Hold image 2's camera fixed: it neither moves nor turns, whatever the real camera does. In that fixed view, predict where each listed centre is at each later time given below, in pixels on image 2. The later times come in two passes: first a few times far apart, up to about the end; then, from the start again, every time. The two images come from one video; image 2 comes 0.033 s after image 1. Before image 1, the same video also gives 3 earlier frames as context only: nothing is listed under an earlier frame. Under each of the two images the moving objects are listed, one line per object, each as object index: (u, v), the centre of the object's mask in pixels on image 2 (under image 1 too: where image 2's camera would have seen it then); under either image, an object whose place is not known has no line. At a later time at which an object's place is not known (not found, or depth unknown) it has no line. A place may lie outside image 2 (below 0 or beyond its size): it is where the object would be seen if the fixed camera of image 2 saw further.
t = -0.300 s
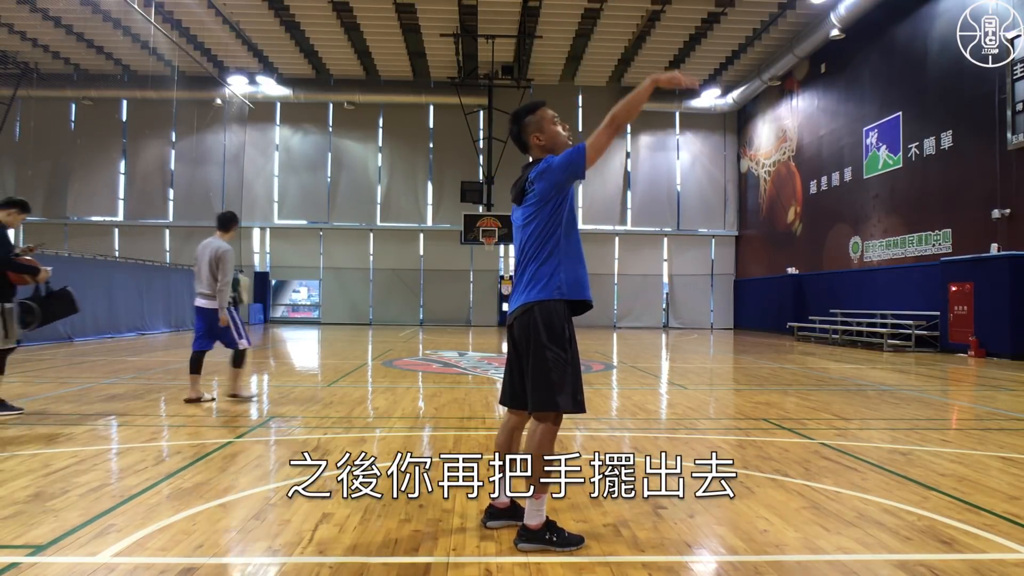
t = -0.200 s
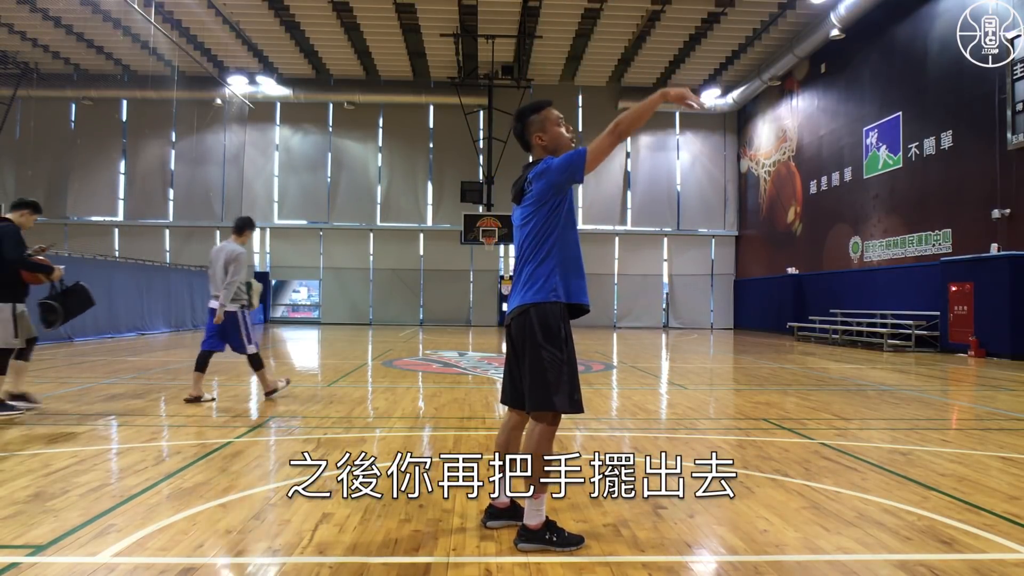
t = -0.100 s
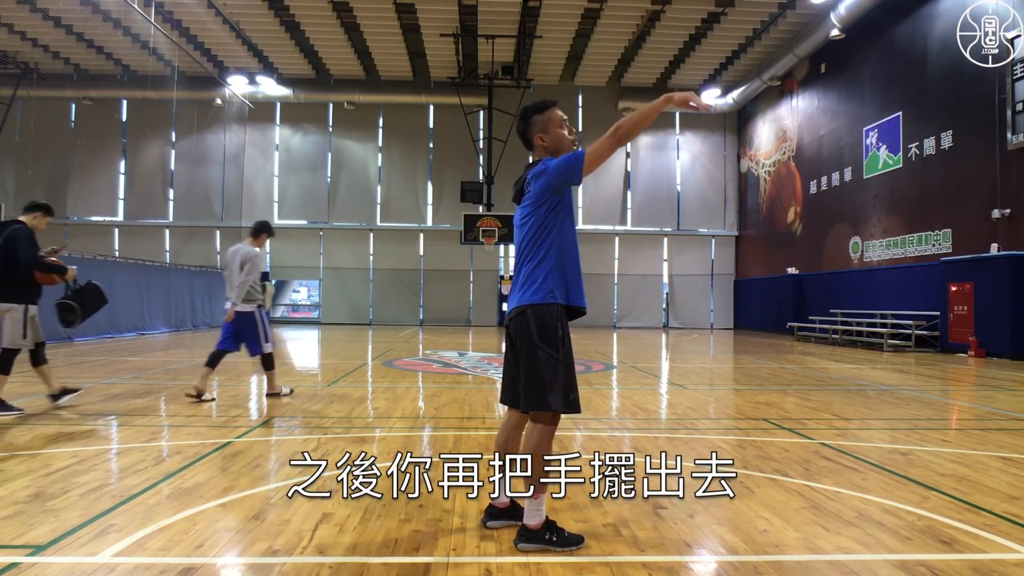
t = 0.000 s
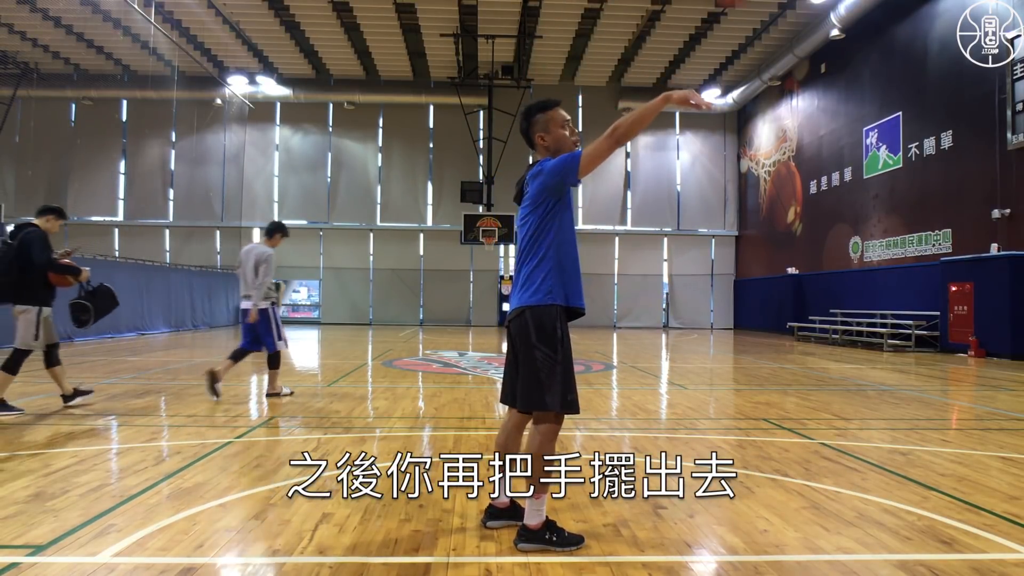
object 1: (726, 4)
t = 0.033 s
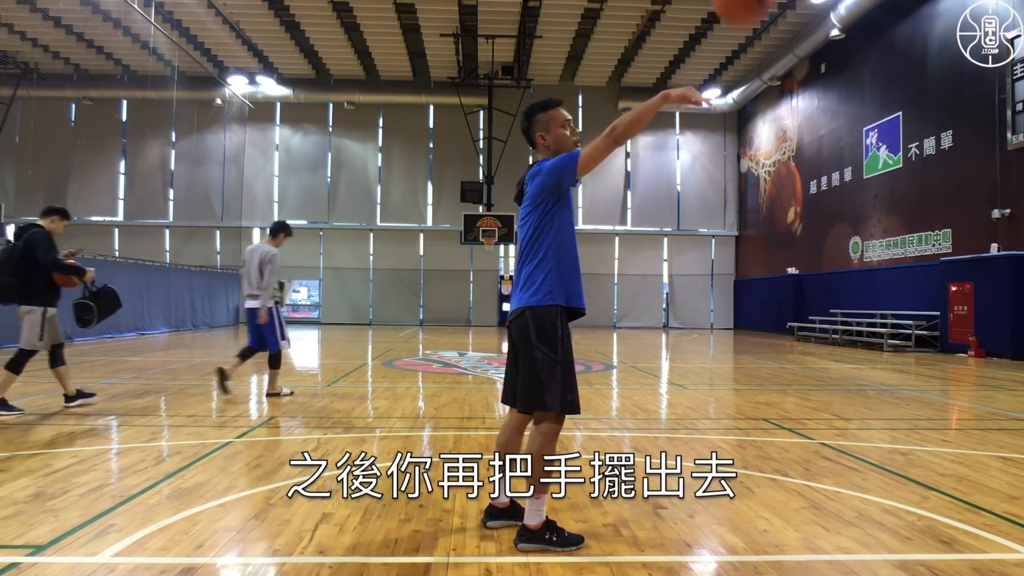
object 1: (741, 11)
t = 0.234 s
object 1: (799, 185)
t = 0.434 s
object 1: (854, 468)
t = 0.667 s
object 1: (850, 310)
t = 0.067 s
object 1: (752, 23)
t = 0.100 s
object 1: (761, 41)
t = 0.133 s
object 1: (771, 69)
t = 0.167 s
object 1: (779, 99)
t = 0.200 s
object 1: (791, 139)
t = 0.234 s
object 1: (799, 185)
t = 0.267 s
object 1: (808, 223)
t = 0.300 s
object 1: (819, 266)
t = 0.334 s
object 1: (826, 307)
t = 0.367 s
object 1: (836, 363)
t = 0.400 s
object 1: (845, 412)
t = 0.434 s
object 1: (854, 468)
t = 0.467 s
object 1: (861, 522)
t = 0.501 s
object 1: (860, 482)
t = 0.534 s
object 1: (858, 444)
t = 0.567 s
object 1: (856, 403)
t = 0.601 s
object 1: (854, 372)
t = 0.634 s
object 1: (852, 341)
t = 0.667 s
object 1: (850, 310)
